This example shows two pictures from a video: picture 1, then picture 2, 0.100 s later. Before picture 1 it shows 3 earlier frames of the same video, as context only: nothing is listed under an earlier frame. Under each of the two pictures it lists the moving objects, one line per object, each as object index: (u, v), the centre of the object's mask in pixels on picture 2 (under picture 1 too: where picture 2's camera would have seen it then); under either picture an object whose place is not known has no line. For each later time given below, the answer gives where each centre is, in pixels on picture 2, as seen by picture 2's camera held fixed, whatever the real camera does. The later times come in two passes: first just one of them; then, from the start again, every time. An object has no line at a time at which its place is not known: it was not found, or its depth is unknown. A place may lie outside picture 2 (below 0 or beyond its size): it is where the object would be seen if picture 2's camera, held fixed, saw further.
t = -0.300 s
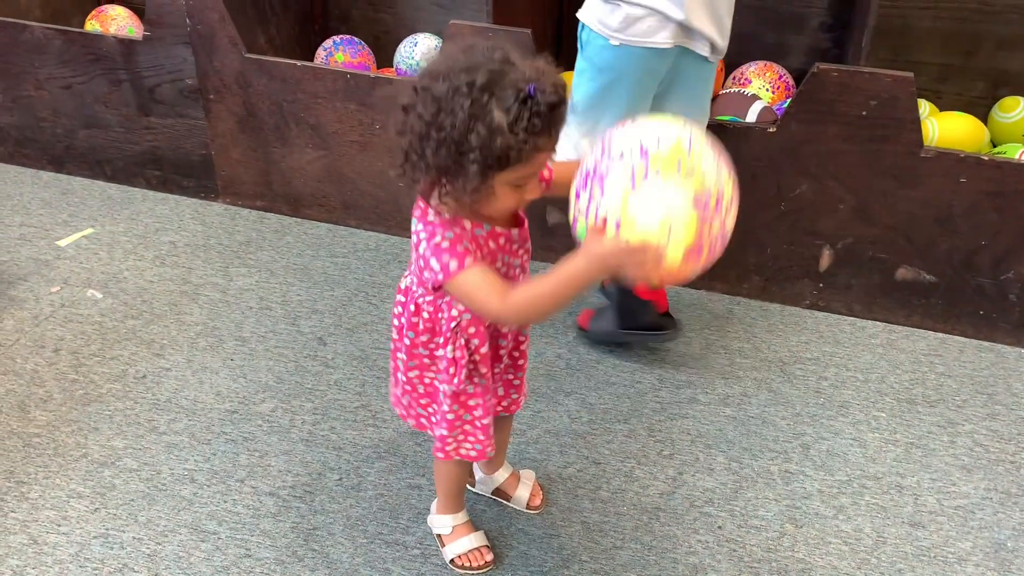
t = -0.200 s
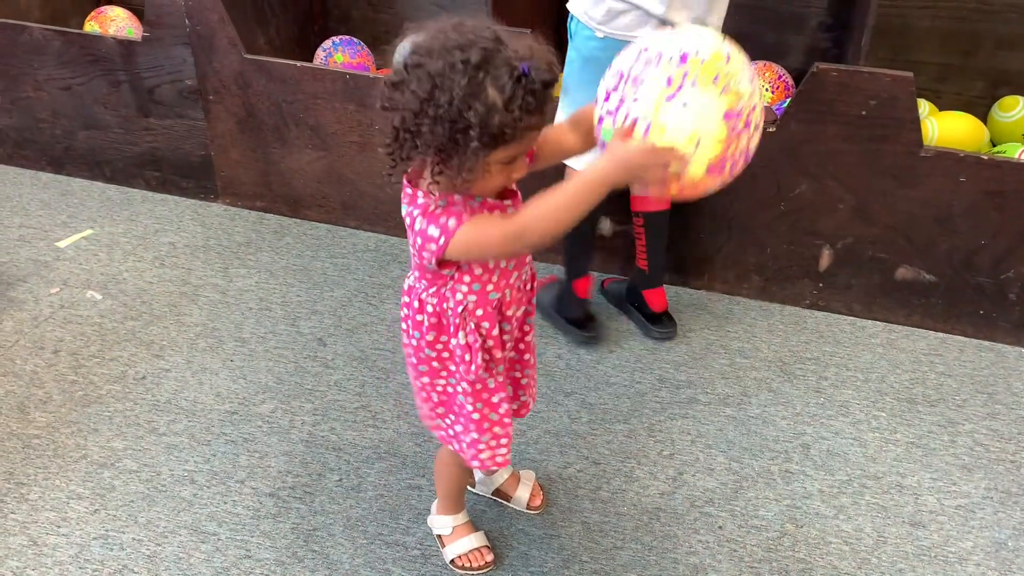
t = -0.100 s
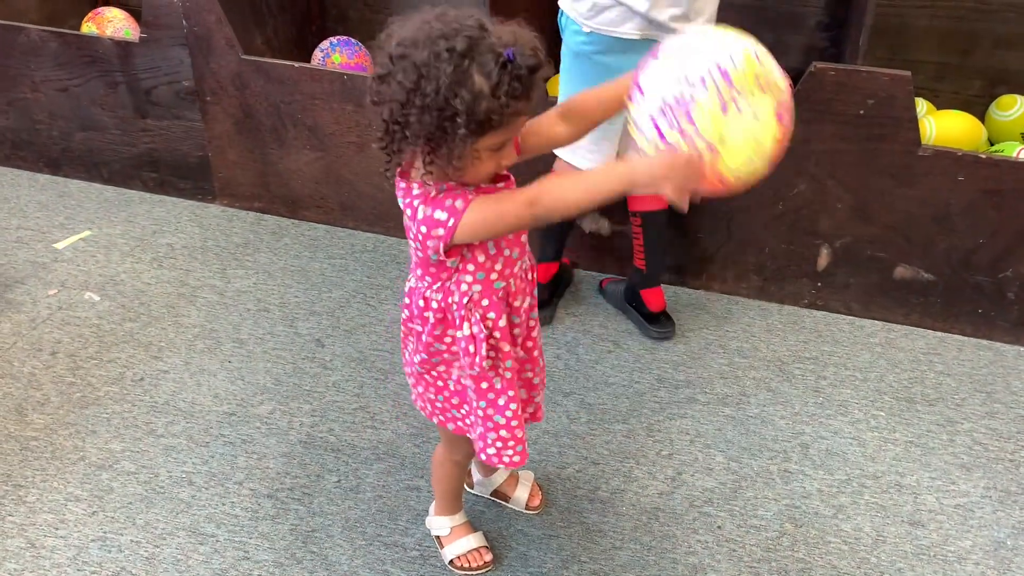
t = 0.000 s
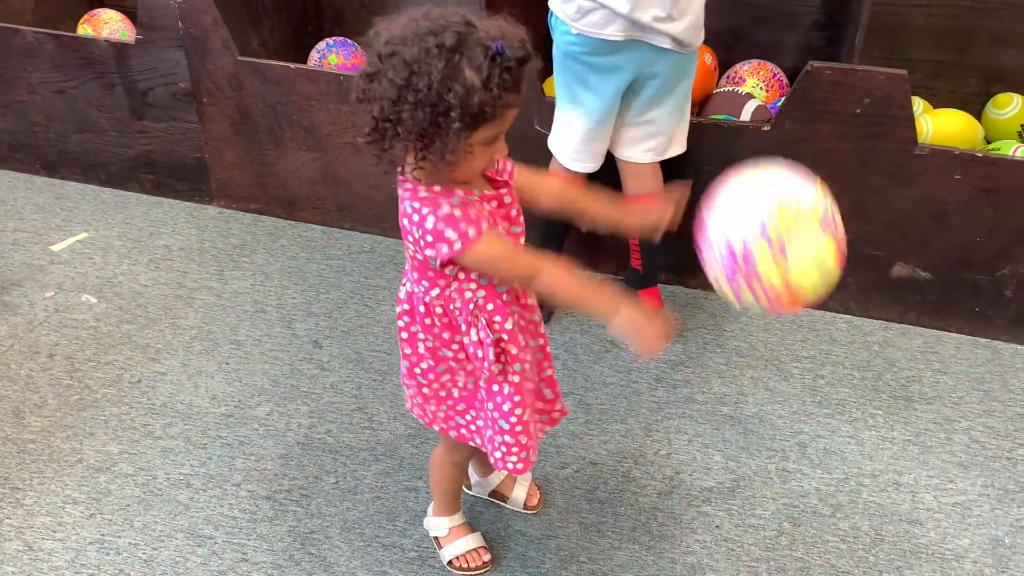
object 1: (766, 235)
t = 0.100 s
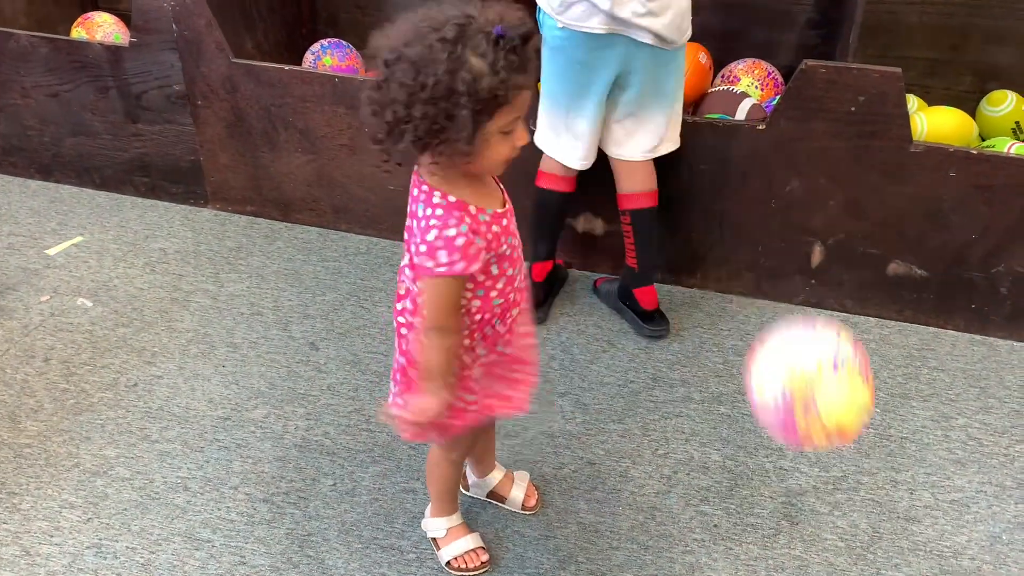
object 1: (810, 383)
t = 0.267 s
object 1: (888, 338)
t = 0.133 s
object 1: (820, 433)
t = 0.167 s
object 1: (826, 474)
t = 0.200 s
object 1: (846, 434)
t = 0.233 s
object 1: (867, 385)
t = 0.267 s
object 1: (888, 338)
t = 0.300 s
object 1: (909, 294)
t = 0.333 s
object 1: (929, 254)
